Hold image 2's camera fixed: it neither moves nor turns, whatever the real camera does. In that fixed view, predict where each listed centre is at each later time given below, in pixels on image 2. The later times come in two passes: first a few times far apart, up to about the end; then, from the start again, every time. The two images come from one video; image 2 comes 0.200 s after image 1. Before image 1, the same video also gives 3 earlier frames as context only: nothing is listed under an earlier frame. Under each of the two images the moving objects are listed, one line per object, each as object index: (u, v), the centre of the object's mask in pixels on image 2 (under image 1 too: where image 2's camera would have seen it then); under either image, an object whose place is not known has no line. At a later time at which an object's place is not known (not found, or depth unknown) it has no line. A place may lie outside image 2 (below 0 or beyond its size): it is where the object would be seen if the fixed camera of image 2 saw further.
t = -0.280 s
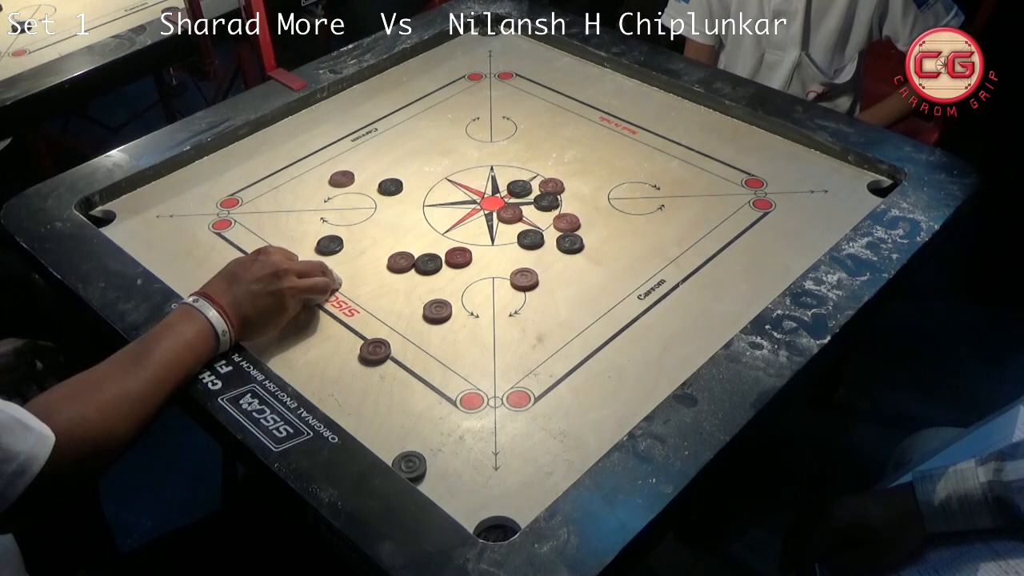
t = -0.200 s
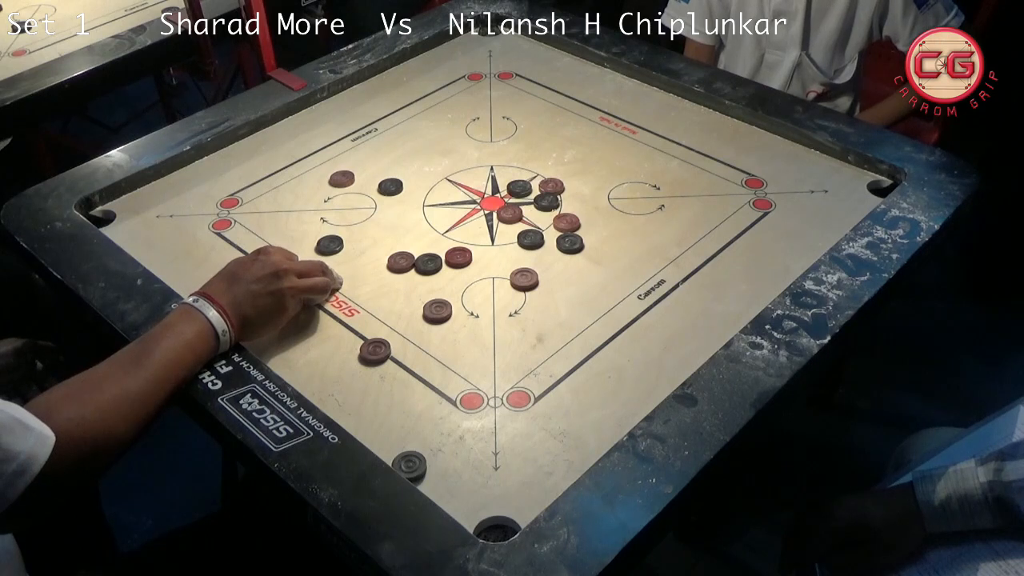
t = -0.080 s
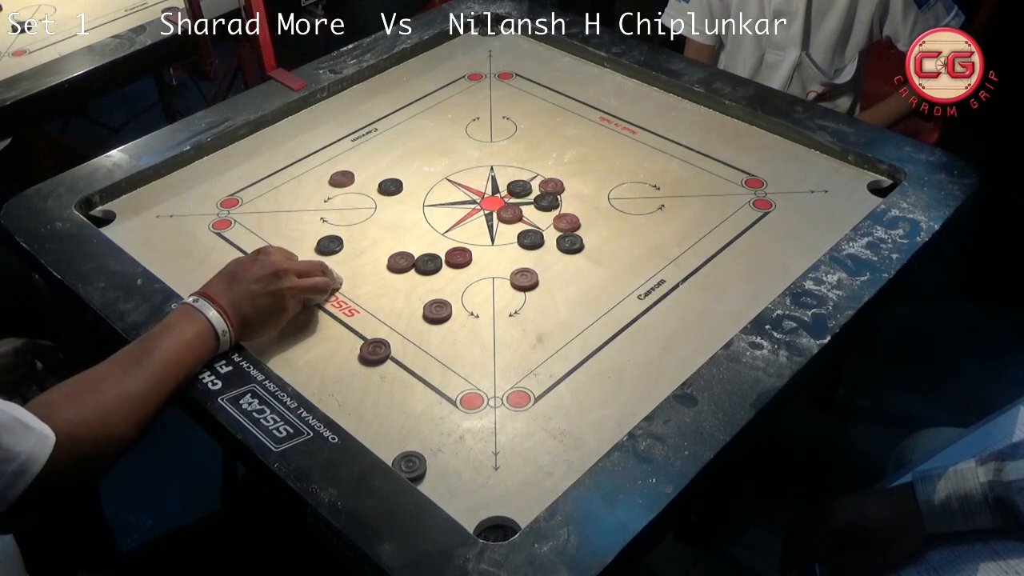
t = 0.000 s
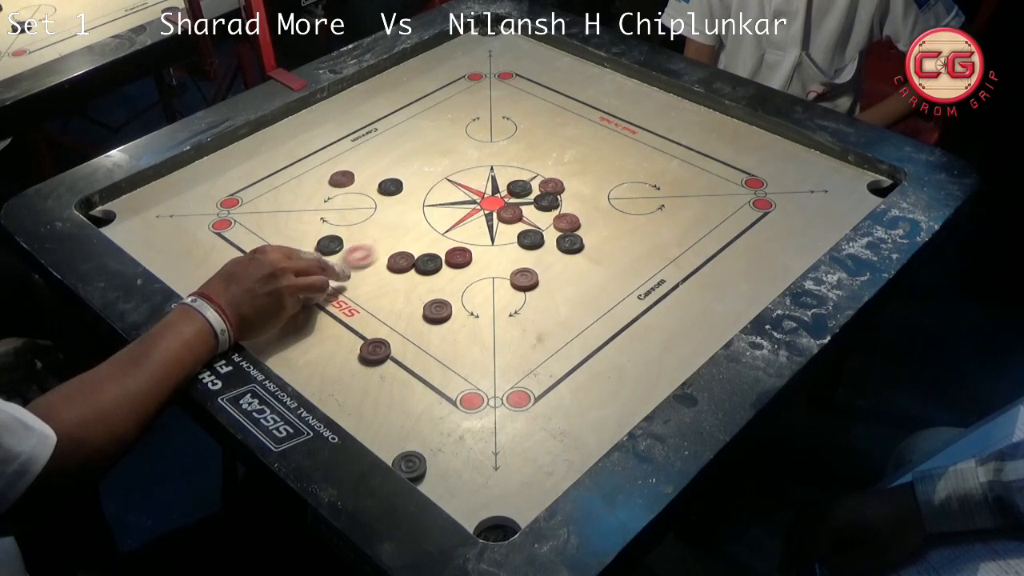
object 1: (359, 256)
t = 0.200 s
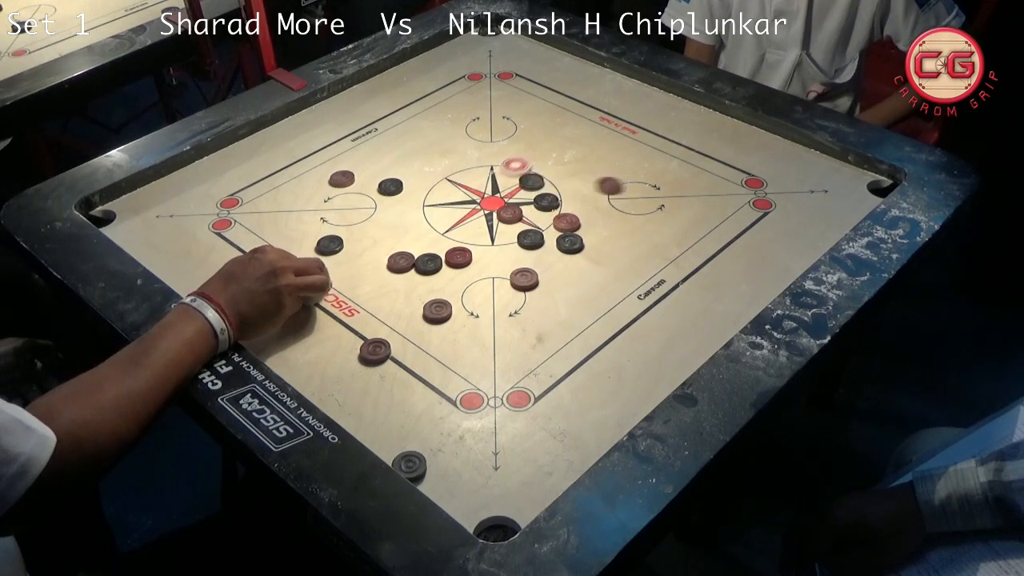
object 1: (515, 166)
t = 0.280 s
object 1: (544, 142)
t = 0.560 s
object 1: (609, 82)
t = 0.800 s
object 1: (572, 87)
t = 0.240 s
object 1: (530, 153)
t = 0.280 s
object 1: (544, 142)
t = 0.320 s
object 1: (556, 130)
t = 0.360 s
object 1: (566, 121)
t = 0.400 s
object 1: (576, 111)
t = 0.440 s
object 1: (585, 103)
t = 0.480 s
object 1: (594, 95)
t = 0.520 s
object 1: (602, 88)
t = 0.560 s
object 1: (609, 82)
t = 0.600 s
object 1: (612, 77)
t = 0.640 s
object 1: (602, 80)
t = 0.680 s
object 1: (593, 82)
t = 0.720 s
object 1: (585, 84)
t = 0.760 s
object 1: (578, 86)
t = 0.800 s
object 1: (572, 87)
